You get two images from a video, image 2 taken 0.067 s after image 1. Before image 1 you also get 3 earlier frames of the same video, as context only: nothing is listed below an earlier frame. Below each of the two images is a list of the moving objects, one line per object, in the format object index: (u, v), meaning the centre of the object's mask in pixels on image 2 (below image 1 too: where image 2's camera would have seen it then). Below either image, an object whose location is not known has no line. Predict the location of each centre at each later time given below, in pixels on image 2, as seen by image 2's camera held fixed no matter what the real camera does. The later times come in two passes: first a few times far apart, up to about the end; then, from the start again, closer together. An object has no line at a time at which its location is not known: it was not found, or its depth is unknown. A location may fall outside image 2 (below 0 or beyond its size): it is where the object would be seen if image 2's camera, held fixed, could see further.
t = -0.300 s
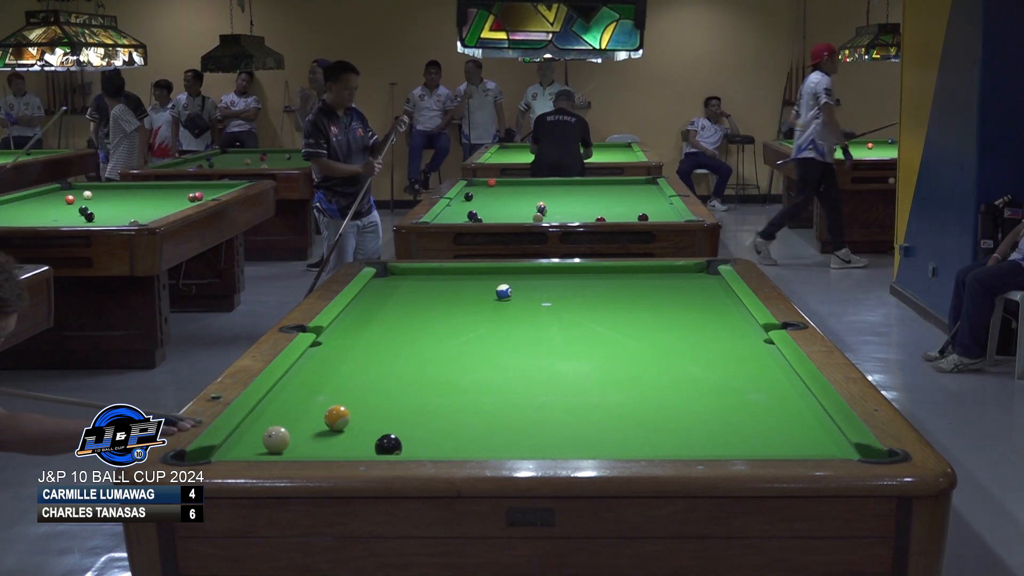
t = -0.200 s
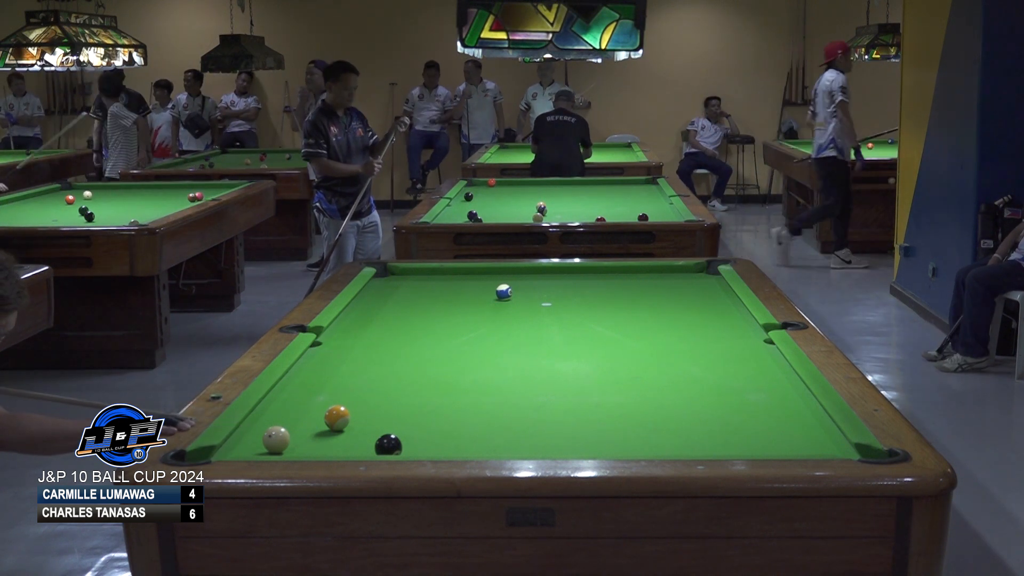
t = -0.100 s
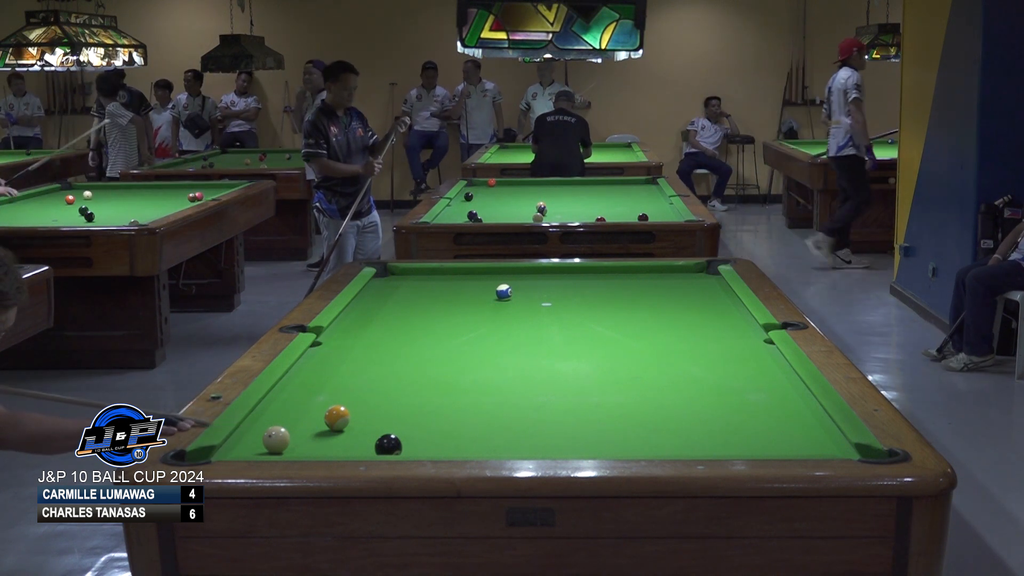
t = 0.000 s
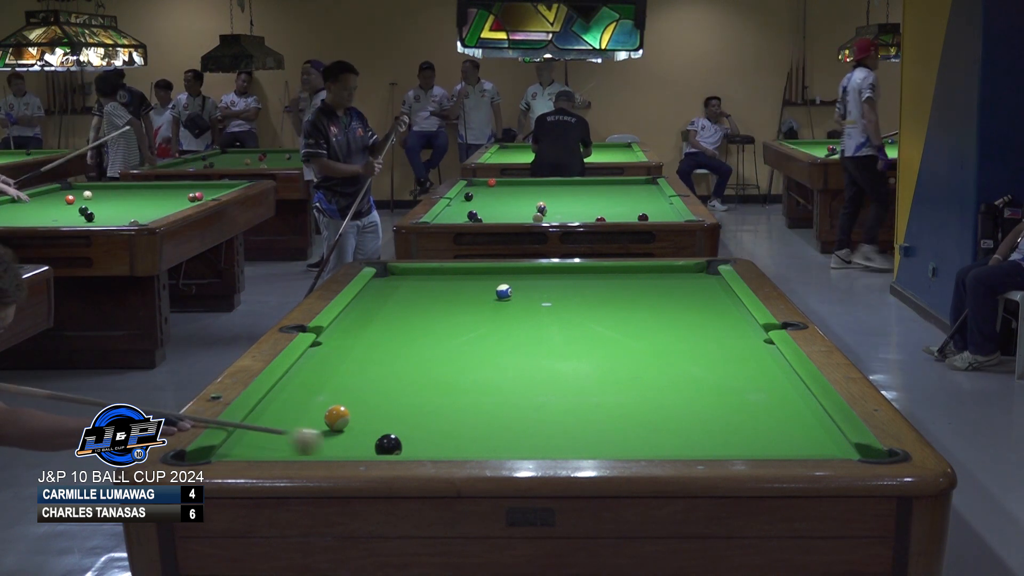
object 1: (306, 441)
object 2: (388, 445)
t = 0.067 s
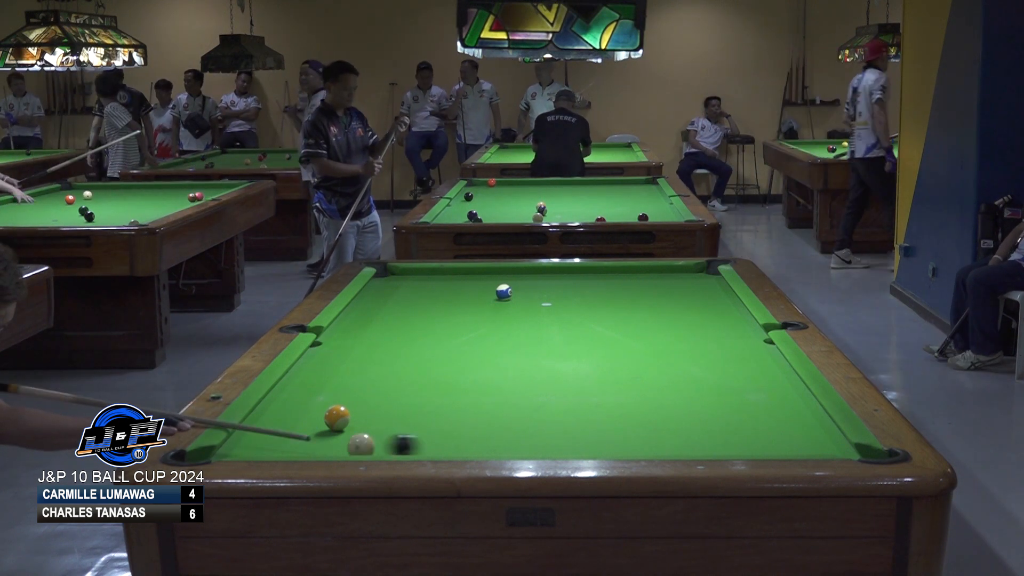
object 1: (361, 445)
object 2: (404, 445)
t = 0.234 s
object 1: (374, 449)
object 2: (566, 447)
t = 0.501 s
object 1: (445, 444)
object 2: (774, 448)
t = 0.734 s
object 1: (505, 438)
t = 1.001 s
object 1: (568, 430)
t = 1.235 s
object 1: (619, 423)
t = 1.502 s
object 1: (673, 416)
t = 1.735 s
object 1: (717, 410)
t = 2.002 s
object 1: (763, 405)
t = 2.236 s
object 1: (801, 400)
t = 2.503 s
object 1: (779, 396)
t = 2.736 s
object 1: (757, 393)
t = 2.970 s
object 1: (737, 390)
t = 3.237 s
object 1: (717, 387)
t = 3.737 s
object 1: (687, 383)
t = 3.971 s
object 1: (676, 381)
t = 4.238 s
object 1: (665, 379)
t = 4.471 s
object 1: (658, 378)
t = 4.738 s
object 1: (652, 377)
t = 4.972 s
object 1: (648, 377)
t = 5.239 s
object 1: (646, 377)
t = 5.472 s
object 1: (646, 377)
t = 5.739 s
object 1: (646, 377)
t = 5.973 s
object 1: (646, 377)
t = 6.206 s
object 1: (646, 376)
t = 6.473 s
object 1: (646, 376)
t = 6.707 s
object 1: (646, 376)
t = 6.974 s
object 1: (646, 376)
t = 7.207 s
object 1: (646, 376)
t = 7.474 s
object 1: (646, 376)
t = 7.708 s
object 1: (646, 376)
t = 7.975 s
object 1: (646, 376)
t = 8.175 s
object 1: (646, 376)
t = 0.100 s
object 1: (361, 446)
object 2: (439, 445)
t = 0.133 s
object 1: (361, 448)
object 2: (472, 446)
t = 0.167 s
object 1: (364, 449)
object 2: (505, 446)
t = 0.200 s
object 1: (367, 450)
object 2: (536, 446)
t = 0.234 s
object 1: (374, 449)
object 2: (566, 447)
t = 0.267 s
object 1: (382, 448)
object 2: (595, 447)
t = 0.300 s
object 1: (391, 447)
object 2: (623, 447)
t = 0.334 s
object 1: (400, 447)
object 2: (649, 447)
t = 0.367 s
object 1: (409, 446)
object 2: (674, 448)
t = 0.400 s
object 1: (419, 446)
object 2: (699, 448)
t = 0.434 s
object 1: (428, 445)
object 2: (725, 448)
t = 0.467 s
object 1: (437, 445)
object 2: (751, 449)
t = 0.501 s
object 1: (445, 444)
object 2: (774, 448)
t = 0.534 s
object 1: (454, 443)
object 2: (796, 448)
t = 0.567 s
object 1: (463, 442)
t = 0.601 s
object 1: (472, 442)
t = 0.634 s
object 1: (480, 441)
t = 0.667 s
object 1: (489, 440)
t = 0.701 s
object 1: (497, 439)
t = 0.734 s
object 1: (505, 438)
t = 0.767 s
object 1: (513, 437)
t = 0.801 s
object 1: (521, 436)
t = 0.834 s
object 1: (529, 435)
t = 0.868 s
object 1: (537, 434)
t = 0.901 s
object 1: (545, 433)
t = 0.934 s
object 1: (553, 432)
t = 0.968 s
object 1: (560, 430)
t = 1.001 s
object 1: (568, 430)
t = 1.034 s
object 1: (575, 429)
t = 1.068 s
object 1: (583, 428)
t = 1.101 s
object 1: (590, 427)
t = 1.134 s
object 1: (597, 426)
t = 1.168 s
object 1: (604, 425)
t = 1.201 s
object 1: (612, 424)
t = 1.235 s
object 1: (619, 423)
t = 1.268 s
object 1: (626, 422)
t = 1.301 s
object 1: (633, 421)
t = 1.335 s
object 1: (639, 420)
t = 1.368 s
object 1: (646, 419)
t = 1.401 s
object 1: (653, 419)
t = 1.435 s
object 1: (659, 418)
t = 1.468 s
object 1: (666, 417)
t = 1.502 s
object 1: (673, 416)
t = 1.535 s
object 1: (679, 415)
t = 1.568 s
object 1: (685, 415)
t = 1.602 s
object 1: (692, 414)
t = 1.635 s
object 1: (698, 413)
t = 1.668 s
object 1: (704, 412)
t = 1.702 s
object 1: (710, 411)
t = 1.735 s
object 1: (717, 410)
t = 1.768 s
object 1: (722, 410)
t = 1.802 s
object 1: (729, 409)
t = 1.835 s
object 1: (734, 408)
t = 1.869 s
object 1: (740, 408)
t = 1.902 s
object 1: (746, 407)
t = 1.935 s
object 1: (752, 406)
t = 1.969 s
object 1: (757, 405)
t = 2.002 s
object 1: (763, 405)
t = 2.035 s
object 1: (768, 404)
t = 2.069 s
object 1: (774, 403)
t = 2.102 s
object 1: (779, 403)
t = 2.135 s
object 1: (785, 402)
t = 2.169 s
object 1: (790, 401)
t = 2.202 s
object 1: (795, 401)
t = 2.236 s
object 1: (801, 400)
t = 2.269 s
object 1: (804, 400)
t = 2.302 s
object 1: (800, 399)
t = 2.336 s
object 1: (796, 398)
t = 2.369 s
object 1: (792, 398)
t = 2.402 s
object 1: (789, 397)
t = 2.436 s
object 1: (786, 397)
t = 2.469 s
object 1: (782, 396)
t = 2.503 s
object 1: (779, 396)
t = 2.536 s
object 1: (776, 396)
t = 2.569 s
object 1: (772, 395)
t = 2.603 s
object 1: (769, 395)
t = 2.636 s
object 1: (766, 394)
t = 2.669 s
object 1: (763, 394)
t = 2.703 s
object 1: (760, 394)
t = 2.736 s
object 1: (757, 393)
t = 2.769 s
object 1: (754, 393)
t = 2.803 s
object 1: (751, 392)
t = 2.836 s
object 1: (748, 392)
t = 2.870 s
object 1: (745, 391)
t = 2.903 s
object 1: (742, 391)
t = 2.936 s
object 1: (740, 391)
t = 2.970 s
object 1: (737, 390)
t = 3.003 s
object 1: (734, 390)
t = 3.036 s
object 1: (732, 389)
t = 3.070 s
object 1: (729, 389)
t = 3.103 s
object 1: (727, 388)
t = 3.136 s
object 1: (724, 388)
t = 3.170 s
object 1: (722, 388)
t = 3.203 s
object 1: (719, 387)
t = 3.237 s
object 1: (717, 387)
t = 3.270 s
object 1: (715, 387)
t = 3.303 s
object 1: (712, 387)
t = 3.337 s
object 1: (710, 386)
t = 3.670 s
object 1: (688, 383)
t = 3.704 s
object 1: (689, 383)
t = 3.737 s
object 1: (687, 383)
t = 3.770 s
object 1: (685, 382)
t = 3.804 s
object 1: (684, 382)
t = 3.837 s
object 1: (682, 382)
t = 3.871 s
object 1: (680, 382)
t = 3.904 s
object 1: (679, 382)
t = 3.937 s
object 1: (677, 381)
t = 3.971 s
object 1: (676, 381)
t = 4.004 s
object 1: (674, 381)
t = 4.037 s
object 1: (673, 381)
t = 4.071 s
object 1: (671, 380)
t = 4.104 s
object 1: (670, 380)
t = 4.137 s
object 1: (669, 380)
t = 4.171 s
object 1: (667, 380)
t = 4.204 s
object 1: (666, 380)
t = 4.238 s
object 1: (665, 379)
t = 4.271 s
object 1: (664, 379)
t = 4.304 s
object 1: (663, 379)
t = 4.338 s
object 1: (662, 379)
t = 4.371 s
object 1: (661, 379)
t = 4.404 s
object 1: (660, 379)
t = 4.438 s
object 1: (659, 379)
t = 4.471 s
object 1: (658, 378)
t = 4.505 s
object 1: (657, 378)
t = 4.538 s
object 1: (656, 378)
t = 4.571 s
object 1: (655, 378)
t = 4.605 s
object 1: (654, 378)
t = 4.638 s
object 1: (654, 378)
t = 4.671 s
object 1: (653, 377)
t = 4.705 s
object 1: (652, 377)
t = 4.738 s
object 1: (652, 377)
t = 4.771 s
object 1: (651, 377)
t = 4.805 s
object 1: (650, 377)
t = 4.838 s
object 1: (650, 377)
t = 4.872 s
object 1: (649, 377)
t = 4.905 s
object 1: (649, 377)
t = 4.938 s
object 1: (649, 377)
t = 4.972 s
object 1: (648, 377)
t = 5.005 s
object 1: (648, 377)
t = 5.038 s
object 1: (648, 377)
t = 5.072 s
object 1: (647, 377)
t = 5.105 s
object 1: (647, 377)
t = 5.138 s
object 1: (647, 377)
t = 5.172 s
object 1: (646, 377)
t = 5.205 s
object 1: (646, 377)
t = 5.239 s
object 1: (646, 377)
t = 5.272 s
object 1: (646, 377)
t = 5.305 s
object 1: (646, 377)
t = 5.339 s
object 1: (646, 377)
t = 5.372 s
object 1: (646, 377)
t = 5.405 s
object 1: (646, 377)
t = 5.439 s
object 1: (646, 377)
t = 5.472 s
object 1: (646, 377)
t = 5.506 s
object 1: (646, 377)
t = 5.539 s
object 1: (646, 377)
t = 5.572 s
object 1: (646, 377)
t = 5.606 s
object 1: (646, 377)
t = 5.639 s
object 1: (646, 377)
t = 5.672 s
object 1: (646, 377)
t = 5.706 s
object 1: (646, 377)
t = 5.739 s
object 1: (646, 377)
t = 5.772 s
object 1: (646, 377)
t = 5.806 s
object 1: (646, 376)
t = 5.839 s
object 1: (646, 376)
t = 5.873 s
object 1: (646, 377)
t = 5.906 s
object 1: (646, 376)
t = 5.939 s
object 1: (646, 377)
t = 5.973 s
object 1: (646, 377)
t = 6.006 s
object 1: (646, 376)
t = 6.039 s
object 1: (646, 376)
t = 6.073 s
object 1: (646, 376)
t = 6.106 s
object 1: (646, 376)
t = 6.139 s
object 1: (646, 376)
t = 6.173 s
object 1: (646, 376)
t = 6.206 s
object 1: (646, 376)
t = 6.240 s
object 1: (646, 376)
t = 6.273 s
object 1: (646, 376)
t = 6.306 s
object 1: (646, 376)
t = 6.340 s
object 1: (646, 376)
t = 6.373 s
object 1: (646, 376)
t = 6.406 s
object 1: (646, 376)
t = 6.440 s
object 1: (646, 376)
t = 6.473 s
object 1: (646, 376)
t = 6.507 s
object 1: (646, 376)
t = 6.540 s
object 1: (646, 376)
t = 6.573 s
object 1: (646, 376)
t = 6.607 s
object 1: (646, 376)
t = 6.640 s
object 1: (646, 376)
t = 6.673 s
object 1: (646, 376)
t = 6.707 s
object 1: (646, 376)
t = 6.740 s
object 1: (646, 376)
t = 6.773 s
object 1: (646, 376)
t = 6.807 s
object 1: (646, 376)
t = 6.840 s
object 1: (646, 376)
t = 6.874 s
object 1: (646, 376)
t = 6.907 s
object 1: (646, 376)
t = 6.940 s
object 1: (646, 376)
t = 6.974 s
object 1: (646, 376)
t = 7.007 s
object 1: (646, 376)
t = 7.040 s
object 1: (646, 376)
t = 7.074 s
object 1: (646, 376)
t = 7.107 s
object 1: (646, 376)
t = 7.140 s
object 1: (646, 376)
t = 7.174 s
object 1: (646, 376)
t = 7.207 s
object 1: (646, 376)
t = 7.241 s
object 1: (646, 376)
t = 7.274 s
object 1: (646, 376)
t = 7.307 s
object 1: (646, 376)
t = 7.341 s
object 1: (646, 376)
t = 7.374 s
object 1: (646, 376)
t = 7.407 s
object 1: (646, 376)
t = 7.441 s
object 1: (646, 376)
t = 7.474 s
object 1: (646, 376)
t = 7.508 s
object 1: (646, 376)
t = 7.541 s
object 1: (646, 376)
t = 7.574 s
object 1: (646, 376)
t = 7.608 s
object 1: (646, 376)
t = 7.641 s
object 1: (646, 376)
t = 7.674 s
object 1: (646, 376)
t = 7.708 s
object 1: (646, 376)
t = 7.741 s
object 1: (646, 376)
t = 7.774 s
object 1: (646, 376)
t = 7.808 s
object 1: (646, 376)
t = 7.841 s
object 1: (646, 376)
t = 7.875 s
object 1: (646, 376)
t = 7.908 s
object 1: (646, 376)
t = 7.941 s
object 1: (646, 376)
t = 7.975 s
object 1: (646, 376)
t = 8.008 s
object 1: (646, 376)
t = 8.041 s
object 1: (646, 376)
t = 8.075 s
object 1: (646, 376)
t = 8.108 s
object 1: (646, 376)
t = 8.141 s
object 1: (646, 376)
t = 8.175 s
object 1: (646, 376)
